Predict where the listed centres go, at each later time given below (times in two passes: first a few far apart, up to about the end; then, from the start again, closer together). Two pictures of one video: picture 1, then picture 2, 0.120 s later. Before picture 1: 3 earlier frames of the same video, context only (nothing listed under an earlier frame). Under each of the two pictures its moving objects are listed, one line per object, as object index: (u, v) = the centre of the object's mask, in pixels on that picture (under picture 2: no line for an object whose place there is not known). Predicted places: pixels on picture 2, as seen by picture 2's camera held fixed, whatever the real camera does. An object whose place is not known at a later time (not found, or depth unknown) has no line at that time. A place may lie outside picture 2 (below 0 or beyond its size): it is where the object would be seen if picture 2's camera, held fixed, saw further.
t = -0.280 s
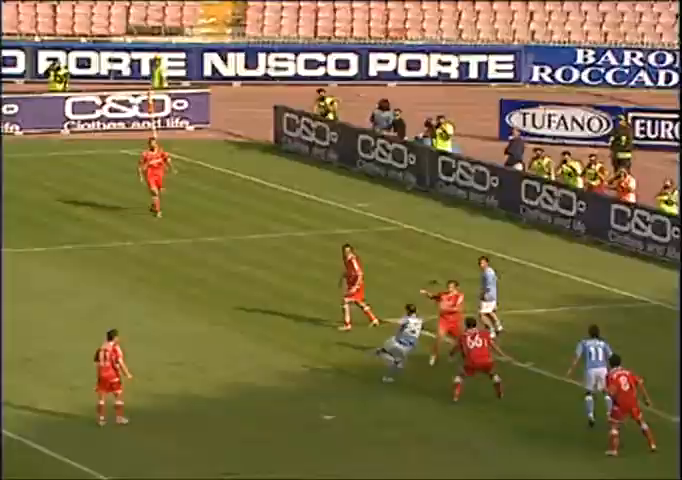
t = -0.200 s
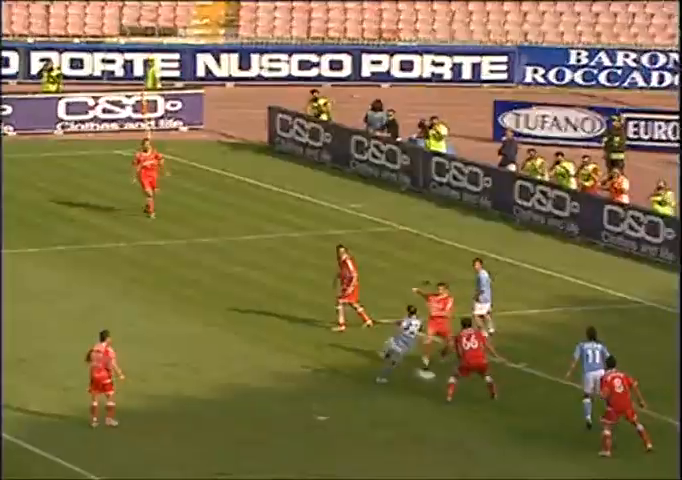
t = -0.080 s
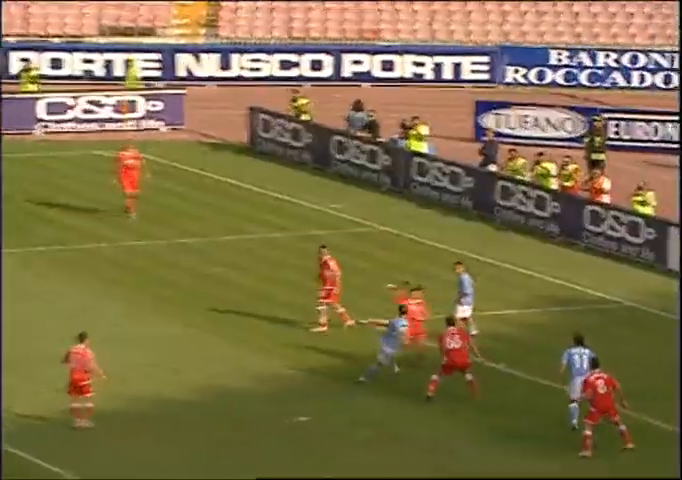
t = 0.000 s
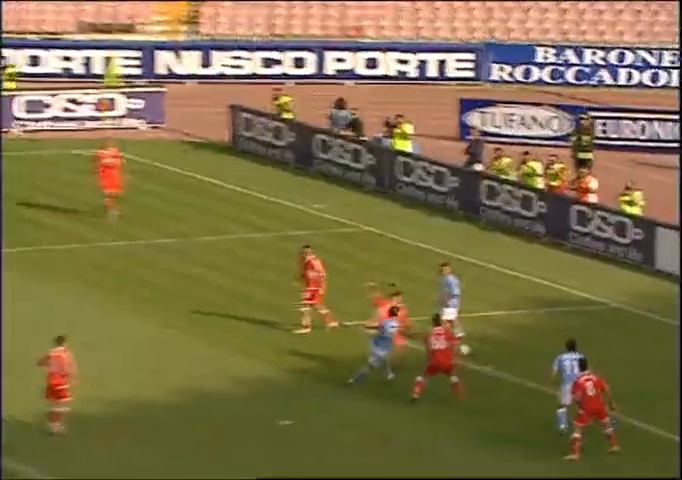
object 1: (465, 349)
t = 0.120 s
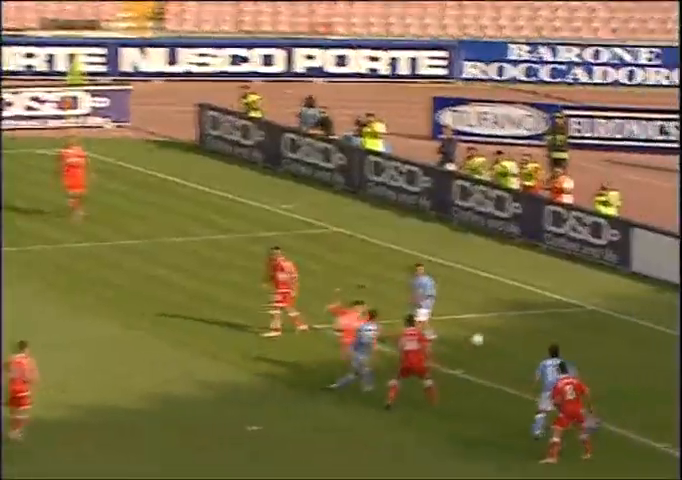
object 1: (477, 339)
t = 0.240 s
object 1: (519, 326)
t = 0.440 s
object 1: (588, 312)
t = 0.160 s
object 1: (491, 334)
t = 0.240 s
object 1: (519, 326)
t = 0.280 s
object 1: (533, 324)
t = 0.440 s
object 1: (588, 312)
